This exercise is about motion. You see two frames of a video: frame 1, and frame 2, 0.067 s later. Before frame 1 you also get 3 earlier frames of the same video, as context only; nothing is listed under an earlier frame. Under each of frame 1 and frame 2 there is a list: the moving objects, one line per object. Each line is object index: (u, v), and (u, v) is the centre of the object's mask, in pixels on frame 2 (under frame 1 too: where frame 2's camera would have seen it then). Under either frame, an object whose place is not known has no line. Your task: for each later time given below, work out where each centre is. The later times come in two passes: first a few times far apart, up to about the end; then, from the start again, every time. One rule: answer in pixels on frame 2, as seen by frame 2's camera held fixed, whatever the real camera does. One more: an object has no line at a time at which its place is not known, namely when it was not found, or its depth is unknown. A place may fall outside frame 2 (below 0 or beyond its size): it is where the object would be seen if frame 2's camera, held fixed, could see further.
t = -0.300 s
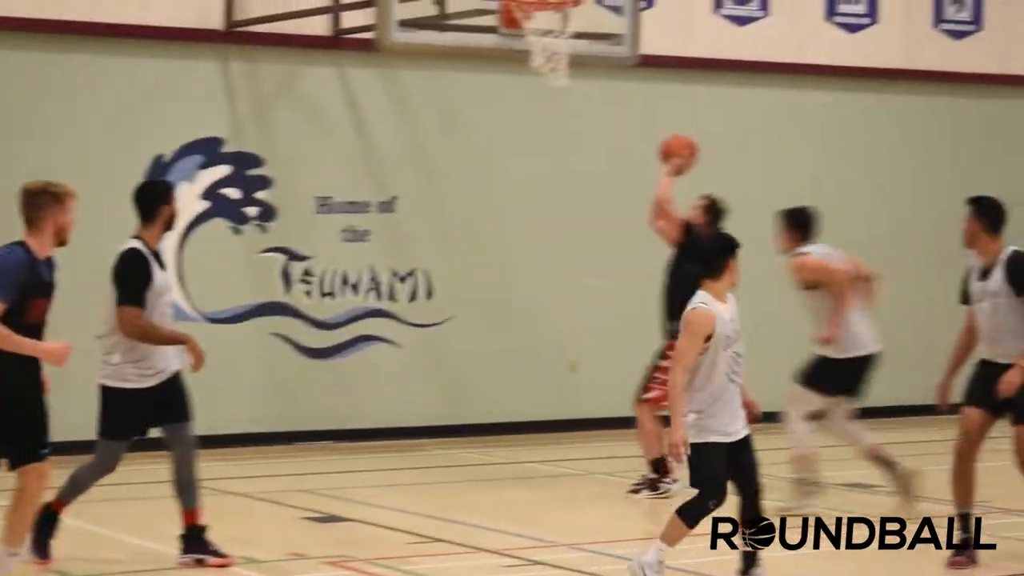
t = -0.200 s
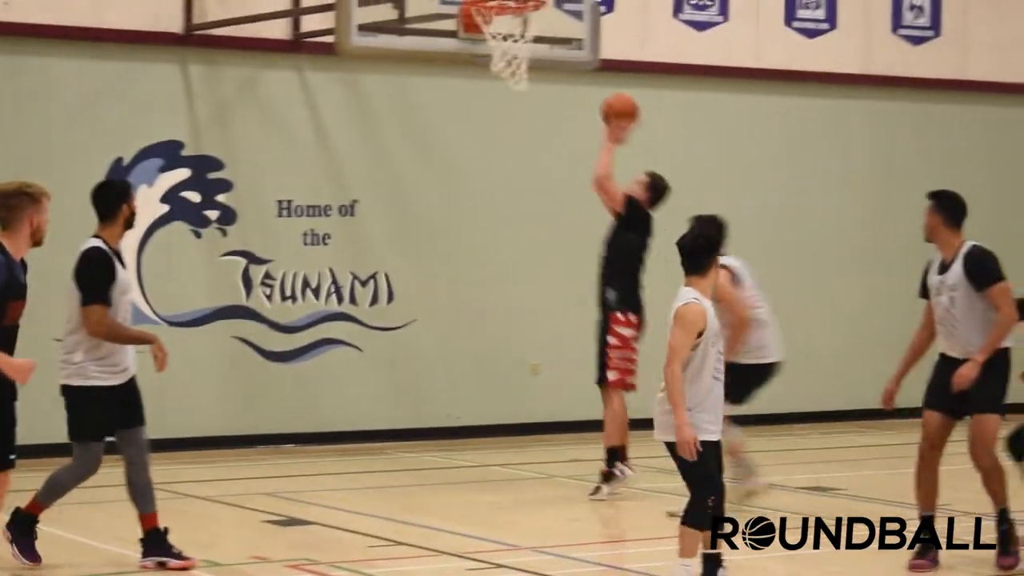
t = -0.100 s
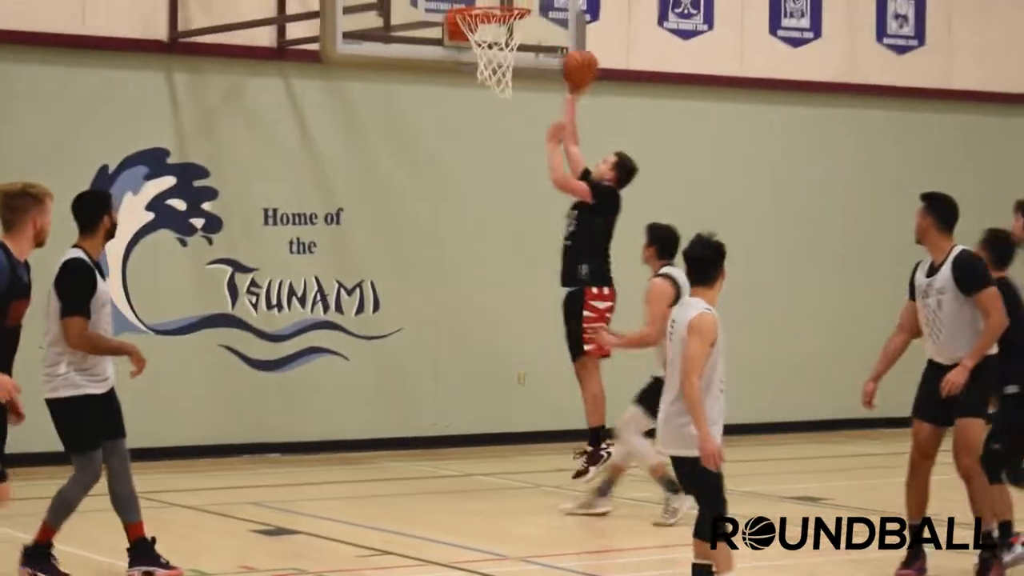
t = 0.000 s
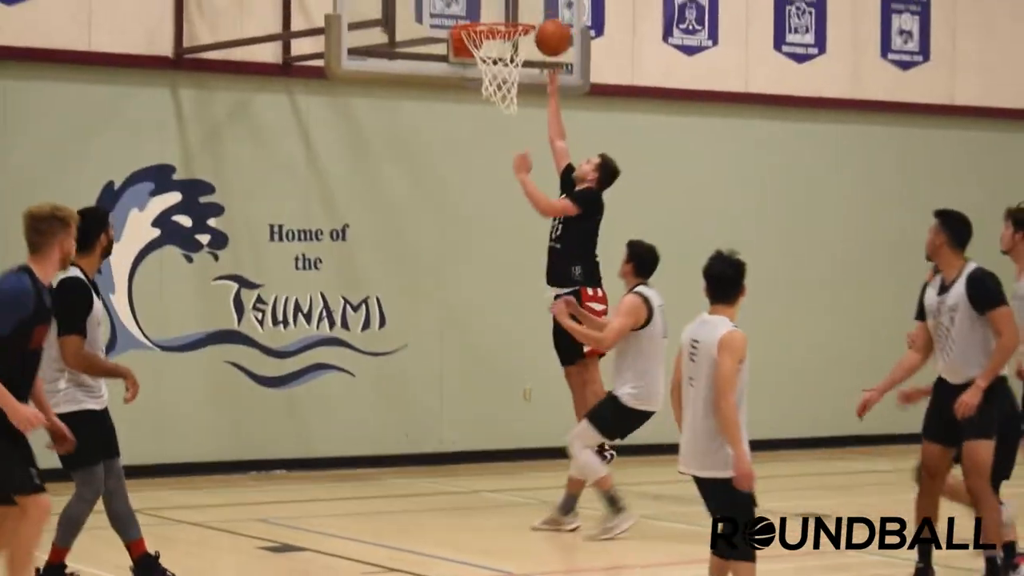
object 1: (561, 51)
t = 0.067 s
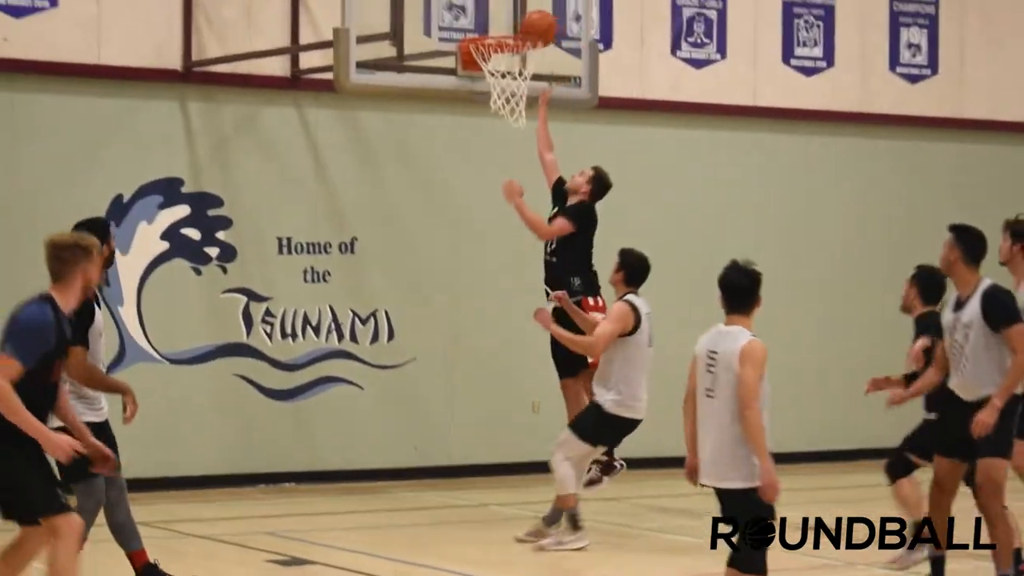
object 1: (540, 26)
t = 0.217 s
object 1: (498, 2)
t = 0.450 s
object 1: (485, 22)
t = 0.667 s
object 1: (522, 28)
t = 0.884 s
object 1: (495, 62)
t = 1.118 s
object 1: (499, 116)
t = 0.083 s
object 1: (533, 24)
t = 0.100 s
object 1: (527, 20)
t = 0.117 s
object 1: (522, 16)
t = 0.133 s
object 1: (516, 13)
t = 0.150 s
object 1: (511, 10)
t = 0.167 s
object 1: (504, 7)
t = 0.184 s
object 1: (500, 5)
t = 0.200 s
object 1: (499, 3)
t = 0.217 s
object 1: (498, 2)
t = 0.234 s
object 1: (496, 2)
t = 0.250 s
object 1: (495, 1)
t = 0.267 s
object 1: (494, 1)
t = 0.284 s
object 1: (493, 2)
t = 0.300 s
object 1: (491, 3)
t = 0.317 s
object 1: (490, 4)
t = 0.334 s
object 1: (489, 6)
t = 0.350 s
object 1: (487, 9)
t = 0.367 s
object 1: (486, 11)
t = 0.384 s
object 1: (484, 15)
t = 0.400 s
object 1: (483, 18)
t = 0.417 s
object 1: (482, 21)
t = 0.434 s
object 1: (482, 23)
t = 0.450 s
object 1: (485, 22)
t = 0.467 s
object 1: (488, 22)
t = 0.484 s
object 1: (492, 21)
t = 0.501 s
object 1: (496, 22)
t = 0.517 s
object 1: (498, 23)
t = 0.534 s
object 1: (501, 23)
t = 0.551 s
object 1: (506, 24)
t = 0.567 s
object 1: (510, 25)
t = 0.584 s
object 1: (513, 26)
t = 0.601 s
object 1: (515, 25)
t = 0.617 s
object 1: (517, 26)
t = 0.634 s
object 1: (518, 26)
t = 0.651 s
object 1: (520, 27)
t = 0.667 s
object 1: (522, 28)
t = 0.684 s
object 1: (523, 29)
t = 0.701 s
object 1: (523, 29)
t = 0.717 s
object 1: (519, 36)
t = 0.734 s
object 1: (517, 39)
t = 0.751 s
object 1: (513, 42)
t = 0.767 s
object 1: (510, 44)
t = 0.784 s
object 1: (508, 46)
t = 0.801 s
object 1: (506, 49)
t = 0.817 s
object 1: (502, 51)
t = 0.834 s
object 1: (502, 53)
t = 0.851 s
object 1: (500, 53)
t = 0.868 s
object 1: (497, 55)
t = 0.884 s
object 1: (495, 62)
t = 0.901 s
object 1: (494, 66)
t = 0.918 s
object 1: (492, 70)
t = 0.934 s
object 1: (491, 74)
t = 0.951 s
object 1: (490, 79)
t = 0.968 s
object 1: (490, 83)
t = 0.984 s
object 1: (490, 84)
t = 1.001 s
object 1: (490, 87)
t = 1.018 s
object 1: (491, 89)
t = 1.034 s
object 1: (493, 92)
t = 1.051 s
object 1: (494, 97)
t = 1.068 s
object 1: (495, 100)
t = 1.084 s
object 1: (496, 105)
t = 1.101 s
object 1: (498, 110)
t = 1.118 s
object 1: (499, 116)
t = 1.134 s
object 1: (501, 120)
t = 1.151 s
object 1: (502, 125)
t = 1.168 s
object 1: (504, 132)
